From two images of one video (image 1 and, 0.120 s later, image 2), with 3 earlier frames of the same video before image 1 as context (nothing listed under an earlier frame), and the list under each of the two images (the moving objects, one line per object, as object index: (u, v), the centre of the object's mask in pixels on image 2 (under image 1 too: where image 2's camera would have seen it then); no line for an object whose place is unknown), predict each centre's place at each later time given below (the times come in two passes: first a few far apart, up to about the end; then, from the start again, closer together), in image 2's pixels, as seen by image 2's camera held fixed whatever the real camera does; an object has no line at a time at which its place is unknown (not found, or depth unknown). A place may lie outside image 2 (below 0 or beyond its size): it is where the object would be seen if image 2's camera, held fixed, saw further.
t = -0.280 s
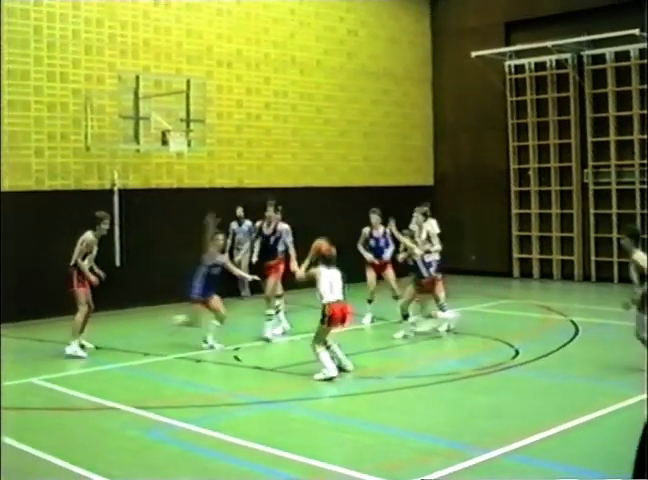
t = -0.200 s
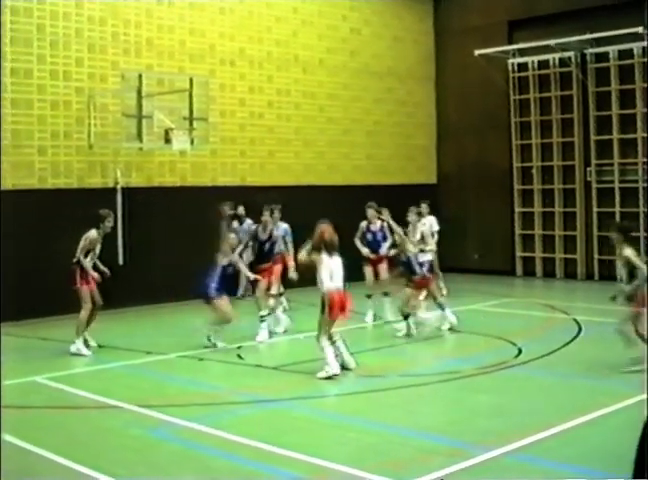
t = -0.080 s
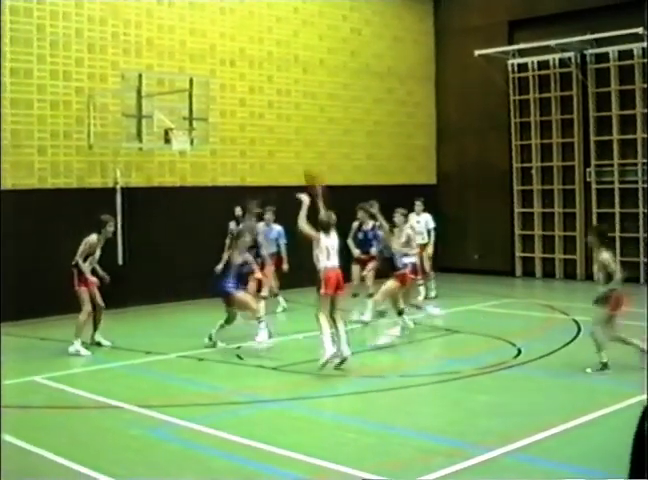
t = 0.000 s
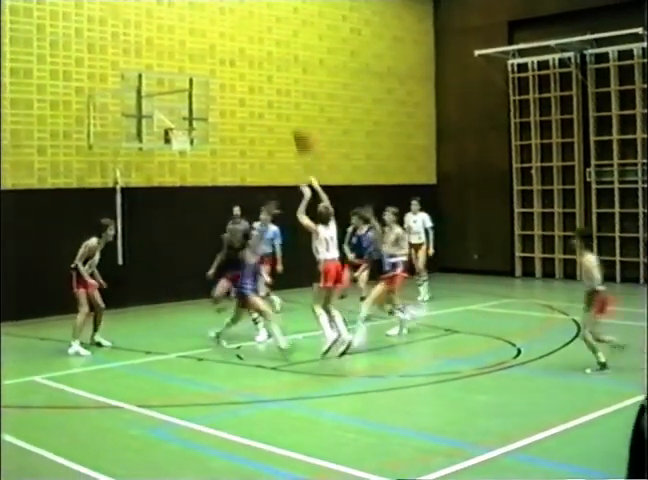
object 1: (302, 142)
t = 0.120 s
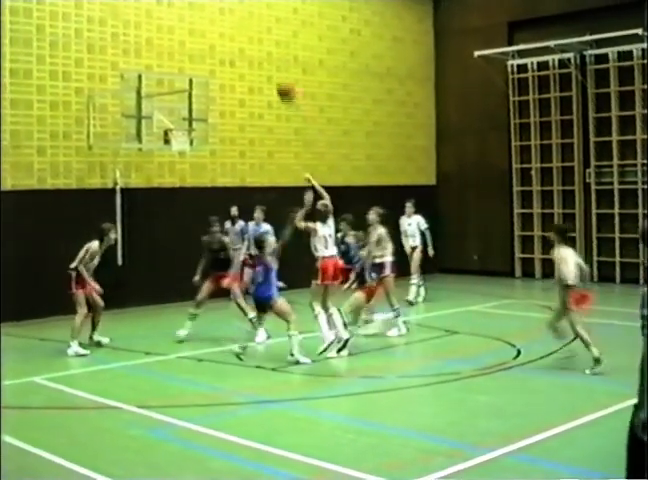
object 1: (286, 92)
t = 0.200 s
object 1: (275, 68)
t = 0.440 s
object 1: (248, 28)
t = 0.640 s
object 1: (229, 28)
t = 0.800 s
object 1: (215, 47)
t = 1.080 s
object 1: (195, 117)
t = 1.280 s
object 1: (223, 127)
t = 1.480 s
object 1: (267, 152)
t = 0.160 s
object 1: (280, 80)
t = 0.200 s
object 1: (275, 68)
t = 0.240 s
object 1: (271, 58)
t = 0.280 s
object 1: (266, 49)
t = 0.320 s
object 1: (262, 41)
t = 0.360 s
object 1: (257, 36)
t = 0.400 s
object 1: (253, 31)
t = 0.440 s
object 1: (248, 28)
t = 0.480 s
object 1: (244, 25)
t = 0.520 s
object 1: (240, 24)
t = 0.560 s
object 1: (237, 24)
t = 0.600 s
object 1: (233, 26)
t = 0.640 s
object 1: (229, 28)
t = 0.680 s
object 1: (226, 31)
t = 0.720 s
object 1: (222, 35)
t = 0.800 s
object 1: (215, 47)
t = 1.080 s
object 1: (195, 117)
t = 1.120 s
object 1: (193, 125)
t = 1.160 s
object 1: (200, 125)
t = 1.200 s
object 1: (208, 125)
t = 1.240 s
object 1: (215, 125)
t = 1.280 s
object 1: (223, 127)
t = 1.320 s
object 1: (232, 130)
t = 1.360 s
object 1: (240, 133)
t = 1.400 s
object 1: (249, 138)
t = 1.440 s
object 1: (257, 144)
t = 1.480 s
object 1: (267, 152)
